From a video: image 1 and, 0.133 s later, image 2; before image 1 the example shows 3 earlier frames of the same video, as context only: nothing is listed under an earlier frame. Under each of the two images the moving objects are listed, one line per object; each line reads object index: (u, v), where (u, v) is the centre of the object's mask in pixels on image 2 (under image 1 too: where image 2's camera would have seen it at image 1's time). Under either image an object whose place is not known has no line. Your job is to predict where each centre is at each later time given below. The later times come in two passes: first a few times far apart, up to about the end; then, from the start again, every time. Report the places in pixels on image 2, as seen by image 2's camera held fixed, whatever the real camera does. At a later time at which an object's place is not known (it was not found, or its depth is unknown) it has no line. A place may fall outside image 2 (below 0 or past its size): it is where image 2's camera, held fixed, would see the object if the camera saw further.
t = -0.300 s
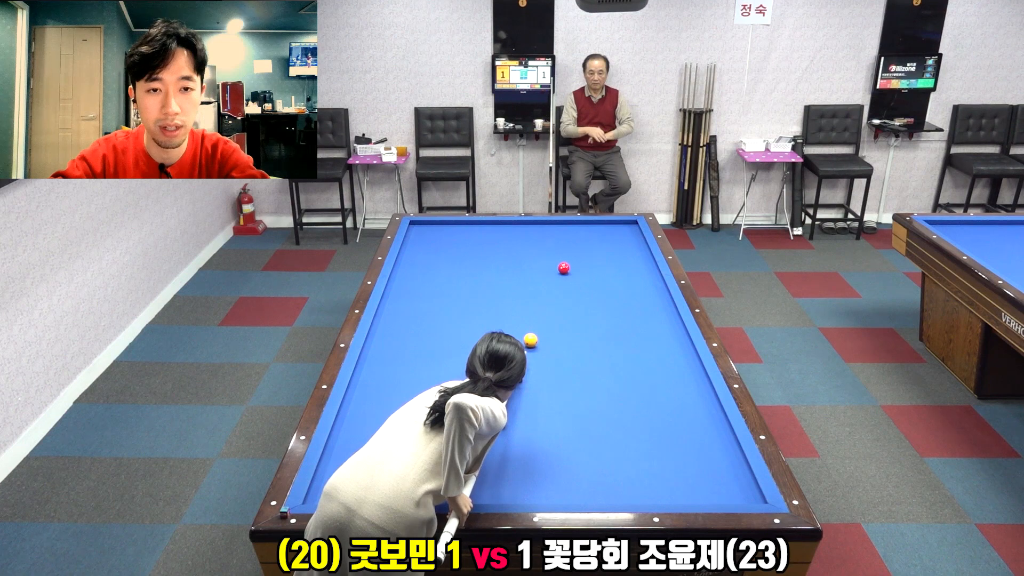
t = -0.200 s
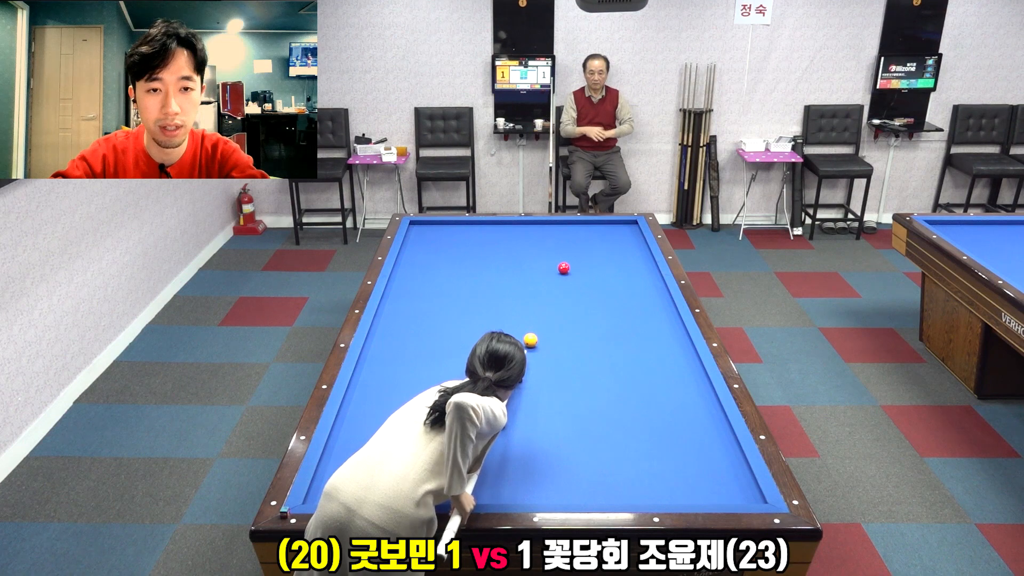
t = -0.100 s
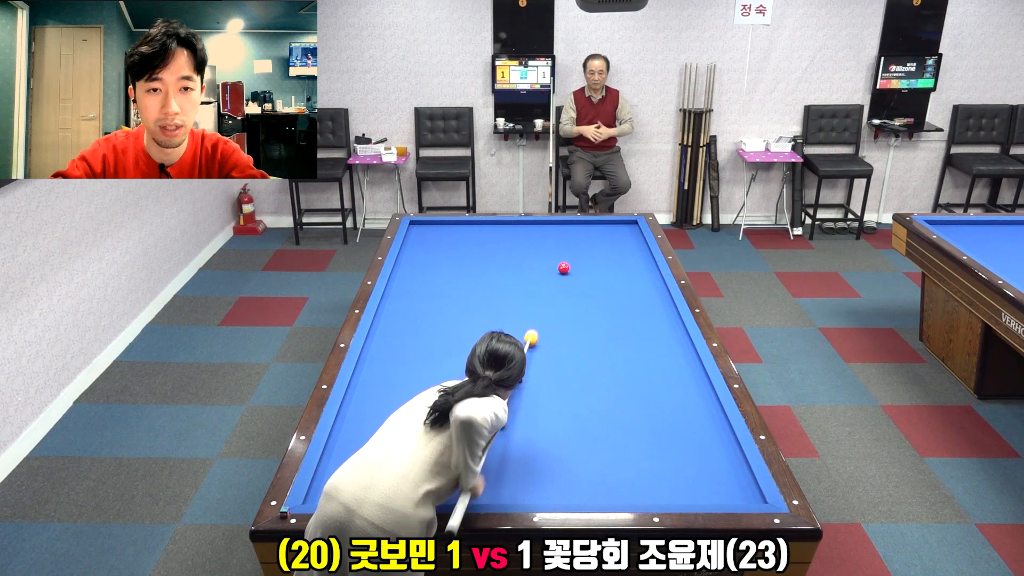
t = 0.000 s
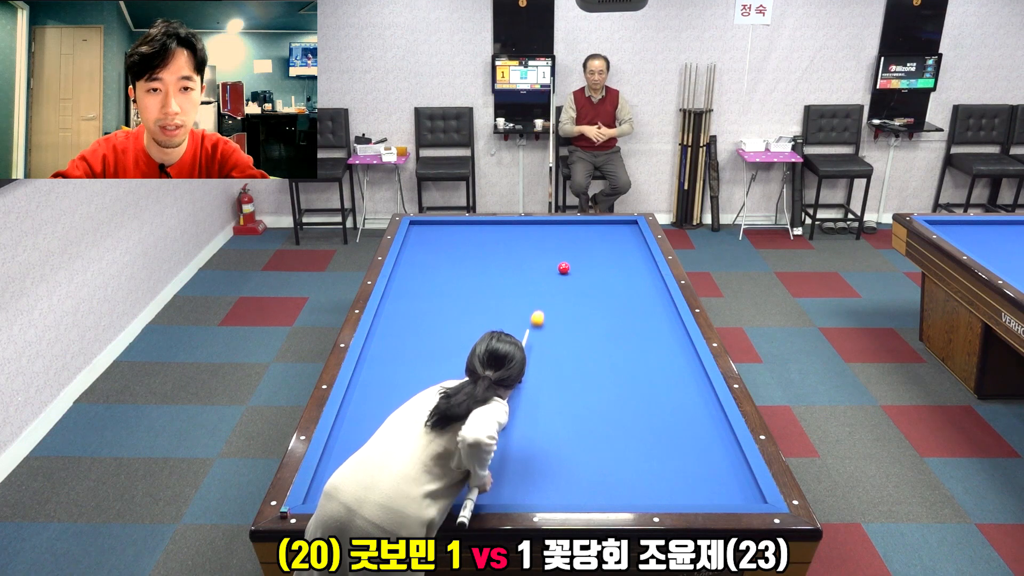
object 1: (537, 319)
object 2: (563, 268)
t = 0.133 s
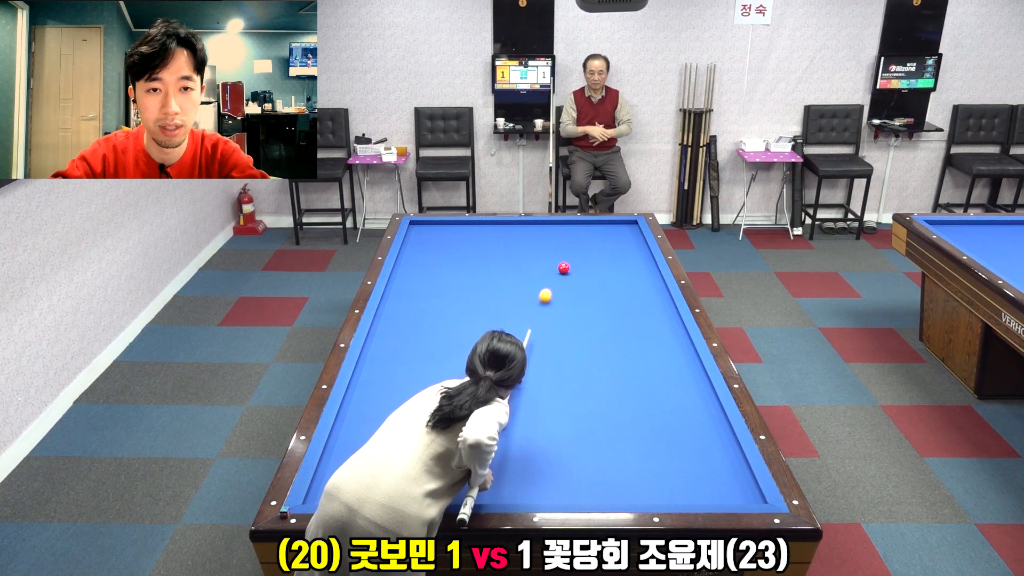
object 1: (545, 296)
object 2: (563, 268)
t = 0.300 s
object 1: (553, 271)
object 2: (564, 268)
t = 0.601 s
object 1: (525, 243)
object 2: (605, 259)
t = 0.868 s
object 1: (505, 222)
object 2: (636, 252)
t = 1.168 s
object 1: (489, 237)
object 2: (627, 246)
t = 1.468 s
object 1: (471, 252)
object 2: (605, 240)
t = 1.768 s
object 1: (455, 267)
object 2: (585, 236)
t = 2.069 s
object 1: (433, 285)
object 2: (565, 231)
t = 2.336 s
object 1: (411, 303)
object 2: (549, 228)
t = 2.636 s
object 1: (386, 323)
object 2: (532, 223)
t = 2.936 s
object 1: (376, 344)
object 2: (517, 223)
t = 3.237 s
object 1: (379, 366)
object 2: (505, 225)
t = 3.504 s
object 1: (383, 387)
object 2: (494, 227)
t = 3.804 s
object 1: (386, 412)
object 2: (482, 229)
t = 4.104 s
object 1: (391, 440)
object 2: (470, 231)
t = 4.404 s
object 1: (396, 471)
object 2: (459, 233)
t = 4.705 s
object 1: (403, 495)
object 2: (449, 235)
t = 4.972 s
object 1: (418, 480)
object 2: (440, 236)
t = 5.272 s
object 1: (434, 462)
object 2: (430, 237)
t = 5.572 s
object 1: (448, 446)
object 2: (421, 239)
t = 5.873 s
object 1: (461, 432)
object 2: (413, 240)
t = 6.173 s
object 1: (472, 419)
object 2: (408, 241)
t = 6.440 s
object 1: (481, 409)
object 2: (412, 242)
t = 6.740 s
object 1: (491, 398)
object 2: (415, 243)
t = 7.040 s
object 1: (500, 388)
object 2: (418, 243)
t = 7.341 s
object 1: (508, 379)
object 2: (421, 244)
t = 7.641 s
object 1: (516, 371)
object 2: (423, 244)
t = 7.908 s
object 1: (522, 364)
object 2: (424, 244)
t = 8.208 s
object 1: (528, 358)
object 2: (425, 244)
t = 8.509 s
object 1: (534, 351)
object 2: (426, 245)
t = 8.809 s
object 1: (539, 346)
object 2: (426, 244)
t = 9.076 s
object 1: (544, 341)
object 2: (426, 244)
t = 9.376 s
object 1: (548, 337)
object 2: (426, 245)
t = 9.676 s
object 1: (552, 333)
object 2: (426, 245)
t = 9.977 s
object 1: (556, 329)
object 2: (426, 245)
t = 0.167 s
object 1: (547, 290)
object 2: (563, 268)
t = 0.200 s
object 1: (548, 285)
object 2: (563, 268)
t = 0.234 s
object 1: (550, 280)
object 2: (563, 268)
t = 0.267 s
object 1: (552, 276)
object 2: (563, 268)
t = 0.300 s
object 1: (553, 271)
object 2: (564, 268)
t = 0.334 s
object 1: (550, 268)
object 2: (568, 267)
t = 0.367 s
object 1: (546, 265)
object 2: (573, 266)
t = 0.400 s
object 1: (542, 261)
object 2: (579, 264)
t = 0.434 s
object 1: (539, 258)
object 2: (584, 263)
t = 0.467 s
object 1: (536, 255)
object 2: (588, 262)
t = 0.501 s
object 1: (533, 252)
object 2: (593, 261)
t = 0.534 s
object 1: (530, 249)
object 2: (597, 261)
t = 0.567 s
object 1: (527, 246)
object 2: (601, 260)
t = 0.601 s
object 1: (525, 243)
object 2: (605, 259)
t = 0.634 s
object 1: (522, 240)
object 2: (609, 258)
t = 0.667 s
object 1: (519, 238)
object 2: (613, 257)
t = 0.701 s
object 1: (517, 235)
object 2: (617, 256)
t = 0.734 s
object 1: (514, 232)
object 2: (621, 255)
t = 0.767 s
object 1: (512, 229)
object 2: (625, 254)
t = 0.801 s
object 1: (509, 227)
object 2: (629, 253)
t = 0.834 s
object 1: (507, 224)
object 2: (632, 252)
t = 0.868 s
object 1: (505, 222)
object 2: (636, 252)
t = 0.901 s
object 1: (503, 223)
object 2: (640, 251)
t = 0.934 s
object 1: (502, 225)
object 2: (643, 250)
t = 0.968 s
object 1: (500, 227)
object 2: (643, 249)
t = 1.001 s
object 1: (498, 229)
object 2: (640, 249)
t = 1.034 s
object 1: (496, 231)
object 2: (637, 248)
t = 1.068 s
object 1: (494, 233)
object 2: (634, 247)
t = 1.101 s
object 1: (493, 234)
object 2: (632, 247)
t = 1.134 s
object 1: (491, 236)
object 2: (630, 246)
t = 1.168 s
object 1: (489, 237)
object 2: (627, 246)
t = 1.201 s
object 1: (487, 239)
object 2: (624, 245)
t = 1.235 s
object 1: (485, 241)
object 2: (622, 245)
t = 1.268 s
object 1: (483, 242)
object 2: (619, 244)
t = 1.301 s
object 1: (481, 244)
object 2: (617, 243)
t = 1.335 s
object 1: (479, 245)
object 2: (614, 243)
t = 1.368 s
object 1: (477, 247)
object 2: (612, 242)
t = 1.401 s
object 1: (475, 249)
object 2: (610, 242)
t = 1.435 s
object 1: (473, 250)
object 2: (607, 241)
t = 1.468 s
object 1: (471, 252)
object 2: (605, 240)
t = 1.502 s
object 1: (469, 254)
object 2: (603, 240)
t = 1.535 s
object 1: (467, 256)
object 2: (600, 240)
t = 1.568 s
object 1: (465, 257)
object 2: (598, 239)
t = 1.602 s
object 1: (463, 259)
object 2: (596, 238)
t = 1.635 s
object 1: (460, 261)
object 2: (594, 238)
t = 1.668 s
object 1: (457, 263)
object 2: (591, 237)
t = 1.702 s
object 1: (454, 264)
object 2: (589, 237)
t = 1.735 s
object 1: (458, 267)
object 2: (587, 236)
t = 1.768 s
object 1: (455, 267)
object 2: (585, 236)
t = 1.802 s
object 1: (452, 268)
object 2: (582, 235)
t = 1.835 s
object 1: (450, 269)
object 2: (580, 235)
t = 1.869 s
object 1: (448, 272)
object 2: (578, 234)
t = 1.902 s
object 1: (446, 274)
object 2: (576, 234)
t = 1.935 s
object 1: (444, 276)
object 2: (574, 233)
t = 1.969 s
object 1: (441, 278)
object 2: (572, 233)
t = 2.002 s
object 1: (438, 281)
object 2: (569, 232)
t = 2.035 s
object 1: (436, 283)
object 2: (567, 232)
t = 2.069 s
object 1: (433, 285)
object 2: (565, 231)
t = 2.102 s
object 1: (430, 287)
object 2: (563, 231)
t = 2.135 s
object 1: (427, 289)
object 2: (561, 230)
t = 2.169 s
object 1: (424, 292)
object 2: (559, 230)
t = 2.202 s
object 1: (421, 294)
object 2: (557, 229)
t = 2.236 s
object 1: (419, 296)
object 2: (555, 229)
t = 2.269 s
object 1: (416, 298)
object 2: (553, 228)
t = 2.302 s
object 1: (414, 301)
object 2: (551, 228)
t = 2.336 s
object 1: (411, 303)
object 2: (549, 228)
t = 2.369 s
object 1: (409, 305)
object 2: (547, 227)
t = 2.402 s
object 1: (406, 307)
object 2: (545, 227)
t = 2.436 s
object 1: (403, 309)
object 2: (543, 226)
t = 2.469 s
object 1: (400, 312)
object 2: (541, 226)
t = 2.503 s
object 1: (397, 314)
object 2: (539, 225)
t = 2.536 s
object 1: (395, 316)
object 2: (537, 225)
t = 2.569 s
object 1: (392, 319)
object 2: (536, 224)
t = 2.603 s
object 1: (389, 321)
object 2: (534, 224)
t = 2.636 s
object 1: (386, 323)
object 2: (532, 223)
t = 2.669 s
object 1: (383, 326)
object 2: (530, 223)
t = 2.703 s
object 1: (380, 328)
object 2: (528, 223)
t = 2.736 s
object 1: (377, 331)
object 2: (526, 222)
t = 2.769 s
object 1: (374, 333)
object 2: (524, 222)
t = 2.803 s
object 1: (374, 335)
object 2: (523, 222)
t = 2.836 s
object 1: (375, 338)
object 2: (522, 222)
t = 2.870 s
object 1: (375, 340)
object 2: (520, 222)
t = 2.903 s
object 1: (375, 342)
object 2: (519, 223)
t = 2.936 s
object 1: (376, 344)
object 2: (517, 223)
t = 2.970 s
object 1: (376, 347)
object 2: (516, 223)
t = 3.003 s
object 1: (377, 349)
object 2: (515, 224)
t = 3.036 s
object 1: (377, 351)
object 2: (513, 224)
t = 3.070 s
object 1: (377, 354)
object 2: (512, 224)
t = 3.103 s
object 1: (378, 356)
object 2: (510, 224)
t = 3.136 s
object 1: (378, 358)
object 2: (509, 225)
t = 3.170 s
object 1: (379, 361)
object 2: (508, 225)
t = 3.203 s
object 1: (379, 363)
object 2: (506, 225)
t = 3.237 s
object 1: (379, 366)
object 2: (505, 225)
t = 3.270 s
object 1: (380, 368)
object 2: (504, 226)
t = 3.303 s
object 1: (380, 371)
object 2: (502, 226)
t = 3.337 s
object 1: (381, 374)
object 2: (501, 226)
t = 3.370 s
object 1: (381, 376)
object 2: (499, 226)
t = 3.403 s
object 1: (381, 379)
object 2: (498, 227)
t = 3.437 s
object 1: (382, 381)
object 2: (497, 227)
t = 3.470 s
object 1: (382, 384)
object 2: (495, 227)
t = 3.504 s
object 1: (383, 387)
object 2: (494, 227)
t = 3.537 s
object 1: (383, 389)
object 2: (492, 227)
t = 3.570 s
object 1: (383, 392)
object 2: (491, 228)
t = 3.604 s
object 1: (384, 395)
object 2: (490, 228)
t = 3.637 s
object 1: (384, 398)
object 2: (489, 228)
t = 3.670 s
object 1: (385, 400)
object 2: (487, 228)
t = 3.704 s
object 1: (385, 403)
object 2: (486, 228)
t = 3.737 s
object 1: (386, 406)
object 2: (485, 229)
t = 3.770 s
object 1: (386, 409)
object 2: (483, 229)
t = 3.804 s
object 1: (386, 412)
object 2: (482, 229)
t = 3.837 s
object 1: (387, 415)
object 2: (481, 229)
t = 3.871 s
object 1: (387, 418)
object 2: (479, 230)
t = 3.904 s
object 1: (388, 421)
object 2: (478, 230)
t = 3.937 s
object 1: (388, 424)
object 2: (477, 230)
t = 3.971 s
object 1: (389, 427)
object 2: (476, 230)
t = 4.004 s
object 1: (389, 431)
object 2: (475, 230)
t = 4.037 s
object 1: (390, 434)
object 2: (473, 231)
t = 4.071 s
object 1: (390, 437)
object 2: (472, 231)
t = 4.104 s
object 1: (391, 440)
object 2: (470, 231)
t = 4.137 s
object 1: (391, 443)
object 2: (469, 231)
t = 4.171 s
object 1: (392, 447)
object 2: (468, 231)
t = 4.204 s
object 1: (392, 450)
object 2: (467, 232)
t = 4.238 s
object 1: (393, 454)
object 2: (466, 232)
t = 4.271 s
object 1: (393, 457)
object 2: (464, 232)
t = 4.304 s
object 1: (394, 461)
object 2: (463, 232)
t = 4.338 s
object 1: (394, 464)
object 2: (462, 233)
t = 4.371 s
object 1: (395, 468)
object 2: (461, 233)
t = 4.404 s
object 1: (396, 471)
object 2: (459, 233)
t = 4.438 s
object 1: (396, 475)
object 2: (458, 233)
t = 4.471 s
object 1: (397, 478)
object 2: (457, 233)
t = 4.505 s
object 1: (397, 482)
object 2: (456, 233)
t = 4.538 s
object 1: (398, 486)
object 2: (455, 234)
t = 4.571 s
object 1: (399, 490)
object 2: (454, 234)
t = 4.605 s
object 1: (399, 493)
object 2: (452, 234)
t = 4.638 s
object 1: (400, 495)
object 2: (451, 234)
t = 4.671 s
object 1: (401, 497)
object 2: (450, 235)
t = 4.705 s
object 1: (403, 495)
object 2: (449, 235)
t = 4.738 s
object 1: (405, 494)
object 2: (448, 235)
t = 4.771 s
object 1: (407, 492)
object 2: (447, 235)
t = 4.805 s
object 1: (409, 490)
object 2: (446, 235)
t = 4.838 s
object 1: (411, 488)
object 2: (444, 235)
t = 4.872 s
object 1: (413, 486)
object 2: (443, 236)
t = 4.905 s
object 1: (415, 484)
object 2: (442, 236)
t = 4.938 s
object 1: (416, 482)
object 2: (441, 236)
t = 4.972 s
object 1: (418, 480)
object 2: (440, 236)
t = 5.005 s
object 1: (420, 477)
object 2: (439, 236)
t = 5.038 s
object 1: (422, 476)
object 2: (438, 236)
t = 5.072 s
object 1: (423, 474)
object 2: (437, 236)
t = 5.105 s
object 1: (425, 472)
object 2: (436, 237)
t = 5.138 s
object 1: (427, 470)
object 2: (435, 237)
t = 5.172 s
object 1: (429, 468)
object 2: (433, 237)
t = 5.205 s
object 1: (430, 466)
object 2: (432, 237)
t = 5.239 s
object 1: (432, 464)
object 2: (432, 237)
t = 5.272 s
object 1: (434, 462)
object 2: (430, 237)
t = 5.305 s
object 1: (435, 460)
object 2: (429, 238)
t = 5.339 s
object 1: (437, 458)
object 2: (428, 238)
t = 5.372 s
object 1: (439, 457)
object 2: (427, 238)
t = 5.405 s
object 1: (440, 455)
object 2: (426, 238)
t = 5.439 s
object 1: (442, 453)
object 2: (425, 238)
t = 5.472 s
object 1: (443, 451)
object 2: (424, 238)
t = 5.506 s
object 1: (445, 450)
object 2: (423, 239)
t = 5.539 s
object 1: (446, 448)
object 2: (422, 239)
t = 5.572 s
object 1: (448, 446)
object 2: (421, 239)
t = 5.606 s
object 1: (449, 445)
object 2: (420, 239)
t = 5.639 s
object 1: (451, 443)
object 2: (419, 239)
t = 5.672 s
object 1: (452, 442)
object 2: (418, 239)
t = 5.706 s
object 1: (454, 440)
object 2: (417, 240)
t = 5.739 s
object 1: (455, 438)
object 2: (416, 240)
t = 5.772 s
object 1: (456, 437)
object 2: (416, 240)
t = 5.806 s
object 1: (458, 435)
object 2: (415, 240)
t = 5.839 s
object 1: (459, 434)
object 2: (414, 240)
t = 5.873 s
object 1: (461, 432)
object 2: (413, 240)
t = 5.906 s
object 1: (462, 431)
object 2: (412, 241)
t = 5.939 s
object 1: (463, 429)
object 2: (411, 241)
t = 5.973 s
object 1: (464, 428)
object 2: (410, 241)
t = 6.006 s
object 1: (466, 426)
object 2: (409, 241)
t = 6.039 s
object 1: (467, 425)
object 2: (408, 241)
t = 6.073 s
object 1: (468, 424)
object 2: (407, 241)
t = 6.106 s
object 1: (470, 422)
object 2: (408, 241)
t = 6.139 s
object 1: (471, 421)
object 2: (408, 241)
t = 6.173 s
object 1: (472, 419)
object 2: (408, 241)
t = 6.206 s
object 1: (473, 418)
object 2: (409, 242)
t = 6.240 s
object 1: (474, 417)
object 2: (409, 242)
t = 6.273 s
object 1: (476, 415)
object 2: (410, 242)
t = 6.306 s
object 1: (477, 414)
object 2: (410, 242)
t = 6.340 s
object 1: (478, 413)
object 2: (410, 242)
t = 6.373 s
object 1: (479, 411)
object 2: (411, 242)
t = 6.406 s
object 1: (480, 410)
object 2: (411, 242)
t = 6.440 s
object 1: (481, 409)
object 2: (412, 242)
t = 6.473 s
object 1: (482, 407)
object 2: (412, 242)
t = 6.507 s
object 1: (484, 406)
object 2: (413, 242)
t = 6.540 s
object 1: (485, 405)
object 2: (413, 242)
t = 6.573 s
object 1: (486, 403)
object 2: (413, 242)
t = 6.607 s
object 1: (487, 402)
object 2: (414, 242)
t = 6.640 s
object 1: (488, 401)
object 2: (414, 242)
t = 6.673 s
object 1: (489, 400)
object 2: (415, 243)
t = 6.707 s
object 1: (490, 399)
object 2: (415, 243)
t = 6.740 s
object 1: (491, 398)
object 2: (415, 243)
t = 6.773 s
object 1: (492, 397)
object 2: (416, 243)
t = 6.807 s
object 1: (493, 395)
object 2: (416, 243)
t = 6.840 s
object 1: (494, 394)
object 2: (416, 243)
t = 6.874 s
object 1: (495, 393)
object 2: (417, 243)
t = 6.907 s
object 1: (496, 392)
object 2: (417, 243)
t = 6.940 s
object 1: (497, 391)
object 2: (417, 243)
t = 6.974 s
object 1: (498, 390)
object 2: (418, 243)
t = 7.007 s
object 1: (499, 389)
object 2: (418, 243)
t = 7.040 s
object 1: (500, 388)
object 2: (418, 243)
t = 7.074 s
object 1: (501, 387)
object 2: (419, 243)
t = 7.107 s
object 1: (502, 386)
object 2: (419, 243)
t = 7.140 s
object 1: (503, 385)
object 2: (419, 243)
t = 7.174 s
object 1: (504, 384)
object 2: (420, 243)
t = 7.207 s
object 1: (505, 383)
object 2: (420, 244)
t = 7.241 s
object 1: (506, 382)
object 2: (420, 244)
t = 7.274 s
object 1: (507, 381)
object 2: (420, 244)
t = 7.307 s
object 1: (507, 380)
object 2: (421, 244)
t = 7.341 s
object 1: (508, 379)
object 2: (421, 244)
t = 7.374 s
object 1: (509, 378)
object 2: (421, 244)
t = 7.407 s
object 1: (510, 377)
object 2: (421, 244)
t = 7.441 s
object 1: (511, 376)
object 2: (422, 244)
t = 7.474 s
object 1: (512, 375)
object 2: (422, 244)
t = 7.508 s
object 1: (512, 375)
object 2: (422, 244)
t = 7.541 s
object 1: (513, 374)
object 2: (422, 244)
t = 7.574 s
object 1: (514, 373)
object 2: (422, 244)
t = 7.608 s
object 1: (515, 372)
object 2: (423, 244)
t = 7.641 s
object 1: (516, 371)
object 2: (423, 244)
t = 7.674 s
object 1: (517, 370)
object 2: (423, 244)
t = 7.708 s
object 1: (517, 369)
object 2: (423, 244)
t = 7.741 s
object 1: (518, 368)
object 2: (424, 244)
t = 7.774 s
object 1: (519, 368)
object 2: (424, 244)
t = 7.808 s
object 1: (520, 367)
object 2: (424, 244)
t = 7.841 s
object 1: (520, 366)
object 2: (424, 244)
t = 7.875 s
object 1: (521, 365)
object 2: (424, 244)
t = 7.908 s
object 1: (522, 364)
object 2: (424, 244)
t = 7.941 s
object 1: (523, 364)
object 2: (425, 244)
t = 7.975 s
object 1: (523, 363)
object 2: (425, 244)
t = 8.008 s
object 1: (524, 362)
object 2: (425, 244)
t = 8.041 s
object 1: (525, 361)
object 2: (425, 244)
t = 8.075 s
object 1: (525, 361)
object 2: (425, 244)
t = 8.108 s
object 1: (526, 360)
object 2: (425, 244)
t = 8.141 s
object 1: (527, 359)
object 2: (425, 244)
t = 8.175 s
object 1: (527, 358)
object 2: (425, 244)
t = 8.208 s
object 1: (528, 358)
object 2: (425, 244)
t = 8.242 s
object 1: (529, 357)
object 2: (426, 244)
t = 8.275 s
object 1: (530, 356)
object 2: (426, 244)
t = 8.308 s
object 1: (530, 356)
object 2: (426, 244)
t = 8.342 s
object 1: (531, 355)
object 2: (426, 244)
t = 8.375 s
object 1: (532, 354)
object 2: (426, 244)
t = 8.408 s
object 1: (532, 353)
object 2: (426, 244)
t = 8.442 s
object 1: (533, 353)
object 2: (426, 244)
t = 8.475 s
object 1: (533, 352)
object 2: (426, 244)
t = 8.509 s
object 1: (534, 351)
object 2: (426, 245)
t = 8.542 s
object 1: (535, 351)
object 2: (426, 245)
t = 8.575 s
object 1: (535, 350)
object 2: (426, 245)
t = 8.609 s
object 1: (536, 349)
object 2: (426, 244)
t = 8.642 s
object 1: (537, 349)
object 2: (426, 244)
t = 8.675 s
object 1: (537, 348)
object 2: (426, 245)
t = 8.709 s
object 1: (538, 348)
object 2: (426, 245)
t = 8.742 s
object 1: (538, 347)
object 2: (426, 245)
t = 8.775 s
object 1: (539, 347)
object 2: (426, 244)
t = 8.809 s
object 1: (539, 346)
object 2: (426, 244)
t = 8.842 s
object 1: (540, 345)
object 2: (426, 244)
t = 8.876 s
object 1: (541, 345)
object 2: (426, 244)
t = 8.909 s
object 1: (541, 344)
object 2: (426, 244)
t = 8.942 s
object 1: (542, 344)
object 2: (426, 244)
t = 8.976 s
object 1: (542, 343)
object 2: (426, 244)
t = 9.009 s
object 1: (543, 342)
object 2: (426, 244)
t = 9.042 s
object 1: (543, 342)
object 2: (426, 244)
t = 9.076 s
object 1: (544, 341)
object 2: (426, 244)
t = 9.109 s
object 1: (544, 341)
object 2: (426, 244)
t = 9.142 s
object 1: (545, 340)
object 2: (426, 245)
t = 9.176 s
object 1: (545, 340)
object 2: (426, 245)
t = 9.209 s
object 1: (546, 339)
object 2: (426, 245)
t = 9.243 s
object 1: (546, 339)
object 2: (426, 244)
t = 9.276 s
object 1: (547, 338)
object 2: (426, 245)
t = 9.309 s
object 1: (547, 338)
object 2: (426, 244)
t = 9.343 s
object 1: (548, 337)
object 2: (426, 245)
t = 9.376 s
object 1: (548, 337)
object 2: (426, 245)
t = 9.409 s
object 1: (548, 336)
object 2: (426, 245)
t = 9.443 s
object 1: (549, 336)
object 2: (426, 244)
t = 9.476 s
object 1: (550, 335)
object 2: (426, 244)
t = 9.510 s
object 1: (550, 335)
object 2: (426, 244)
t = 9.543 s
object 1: (550, 334)
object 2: (426, 244)
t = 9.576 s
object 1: (551, 334)
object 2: (426, 245)
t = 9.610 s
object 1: (551, 333)
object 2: (426, 245)
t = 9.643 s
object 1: (552, 333)
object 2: (426, 244)
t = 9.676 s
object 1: (552, 333)
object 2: (426, 245)
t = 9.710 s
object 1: (553, 332)
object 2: (426, 245)
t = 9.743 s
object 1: (553, 332)
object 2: (426, 245)
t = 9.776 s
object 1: (553, 331)
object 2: (426, 245)
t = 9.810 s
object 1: (554, 331)
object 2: (426, 245)
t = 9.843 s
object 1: (554, 330)
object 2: (426, 245)
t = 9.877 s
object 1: (555, 330)
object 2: (426, 245)
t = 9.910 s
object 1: (555, 330)
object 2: (426, 244)
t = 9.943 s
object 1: (555, 329)
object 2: (426, 245)
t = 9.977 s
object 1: (556, 329)
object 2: (426, 245)
